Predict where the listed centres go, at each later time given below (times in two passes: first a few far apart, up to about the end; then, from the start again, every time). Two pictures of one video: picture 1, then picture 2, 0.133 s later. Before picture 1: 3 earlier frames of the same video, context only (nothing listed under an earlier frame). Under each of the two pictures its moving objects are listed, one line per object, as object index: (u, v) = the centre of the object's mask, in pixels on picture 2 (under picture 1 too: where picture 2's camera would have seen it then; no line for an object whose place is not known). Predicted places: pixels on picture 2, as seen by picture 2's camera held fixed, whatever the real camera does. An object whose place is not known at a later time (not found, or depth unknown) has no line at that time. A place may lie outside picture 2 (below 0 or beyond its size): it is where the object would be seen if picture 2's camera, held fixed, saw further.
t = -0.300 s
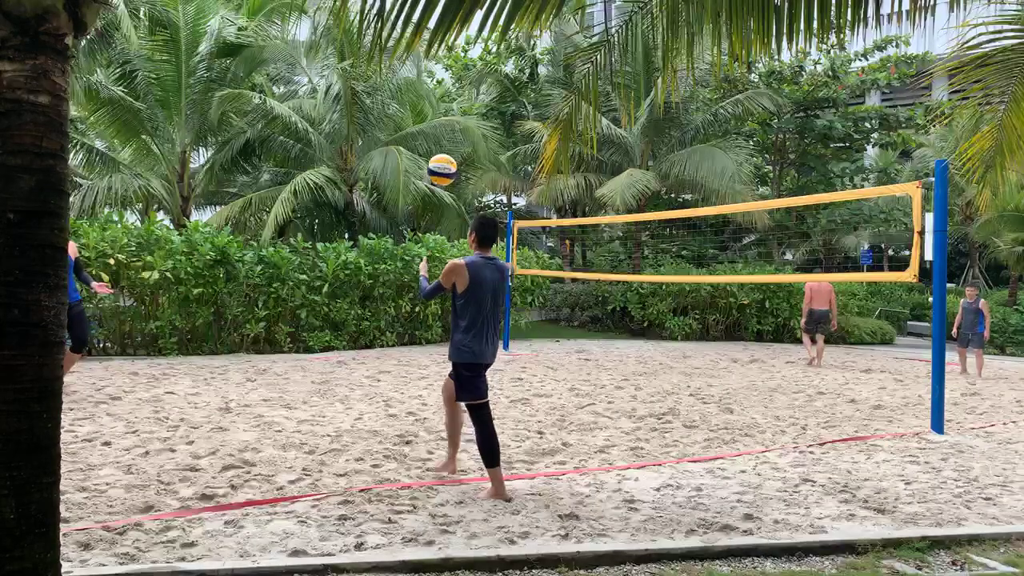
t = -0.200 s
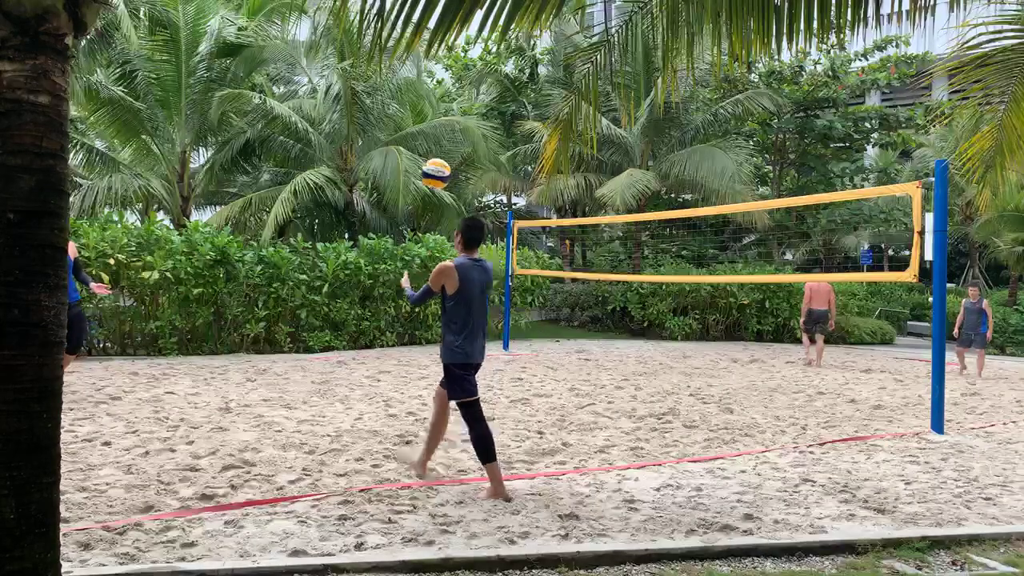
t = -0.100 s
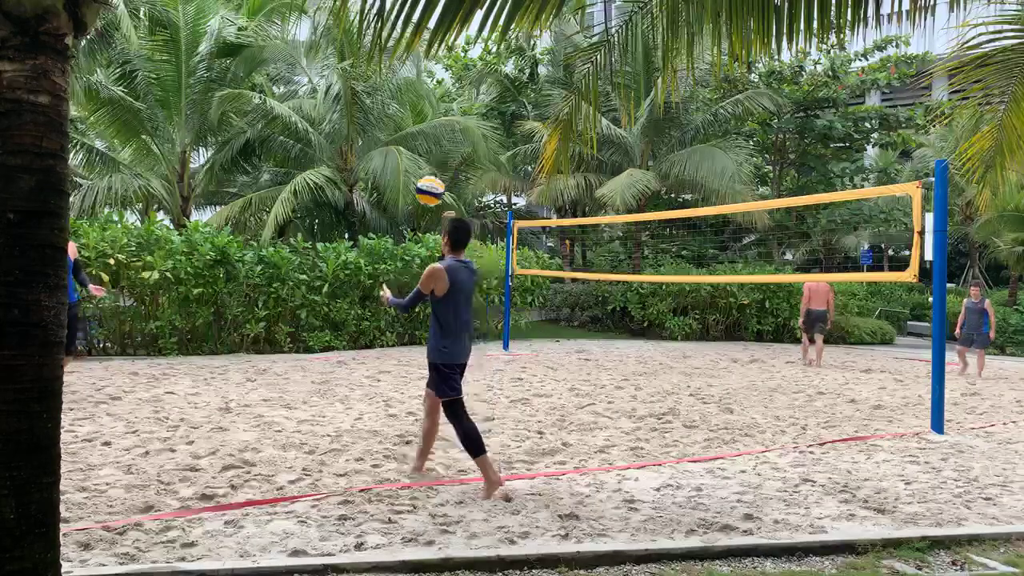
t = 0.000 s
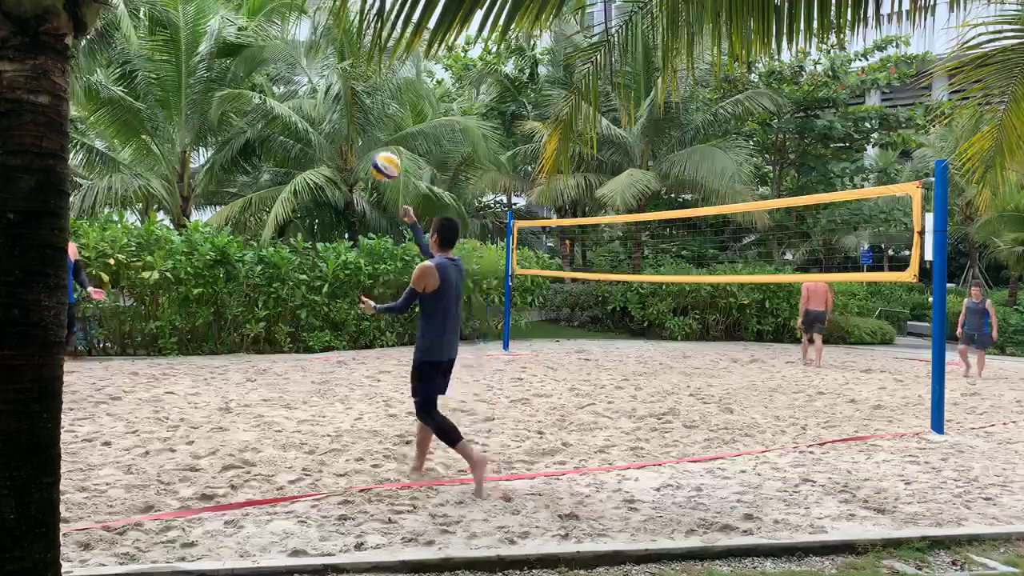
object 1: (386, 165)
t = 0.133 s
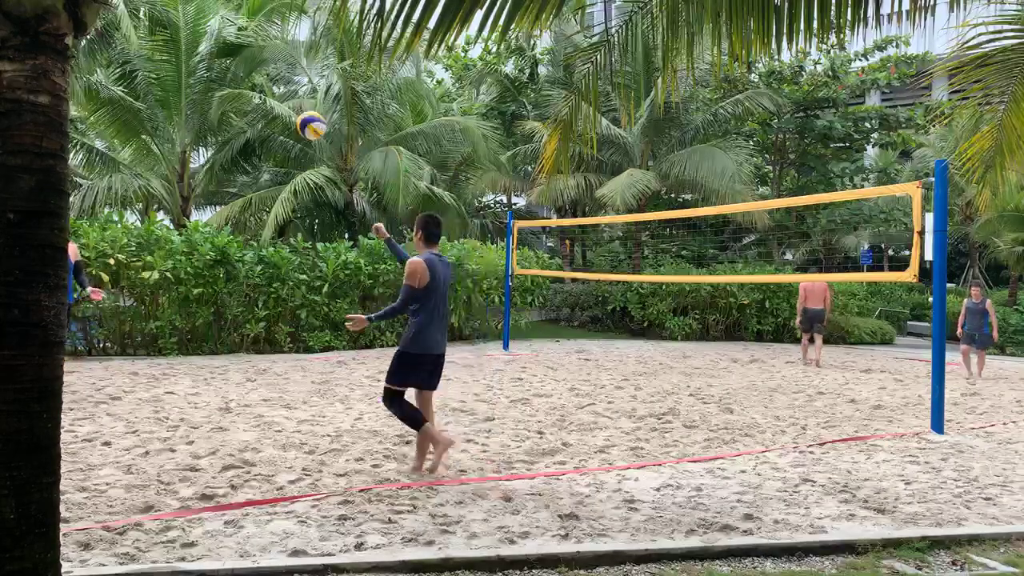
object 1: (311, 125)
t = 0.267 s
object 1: (245, 109)
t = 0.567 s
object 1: (121, 147)
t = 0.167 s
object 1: (294, 120)
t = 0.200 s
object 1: (277, 114)
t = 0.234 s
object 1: (261, 112)
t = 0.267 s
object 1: (245, 109)
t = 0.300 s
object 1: (230, 108)
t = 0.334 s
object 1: (215, 109)
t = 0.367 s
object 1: (201, 111)
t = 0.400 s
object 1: (187, 114)
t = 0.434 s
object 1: (173, 119)
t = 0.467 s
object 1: (160, 124)
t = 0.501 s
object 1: (147, 130)
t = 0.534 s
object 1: (134, 138)
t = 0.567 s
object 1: (121, 147)
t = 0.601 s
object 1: (109, 155)
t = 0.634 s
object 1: (97, 167)
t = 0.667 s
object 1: (86, 179)
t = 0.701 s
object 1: (77, 190)
